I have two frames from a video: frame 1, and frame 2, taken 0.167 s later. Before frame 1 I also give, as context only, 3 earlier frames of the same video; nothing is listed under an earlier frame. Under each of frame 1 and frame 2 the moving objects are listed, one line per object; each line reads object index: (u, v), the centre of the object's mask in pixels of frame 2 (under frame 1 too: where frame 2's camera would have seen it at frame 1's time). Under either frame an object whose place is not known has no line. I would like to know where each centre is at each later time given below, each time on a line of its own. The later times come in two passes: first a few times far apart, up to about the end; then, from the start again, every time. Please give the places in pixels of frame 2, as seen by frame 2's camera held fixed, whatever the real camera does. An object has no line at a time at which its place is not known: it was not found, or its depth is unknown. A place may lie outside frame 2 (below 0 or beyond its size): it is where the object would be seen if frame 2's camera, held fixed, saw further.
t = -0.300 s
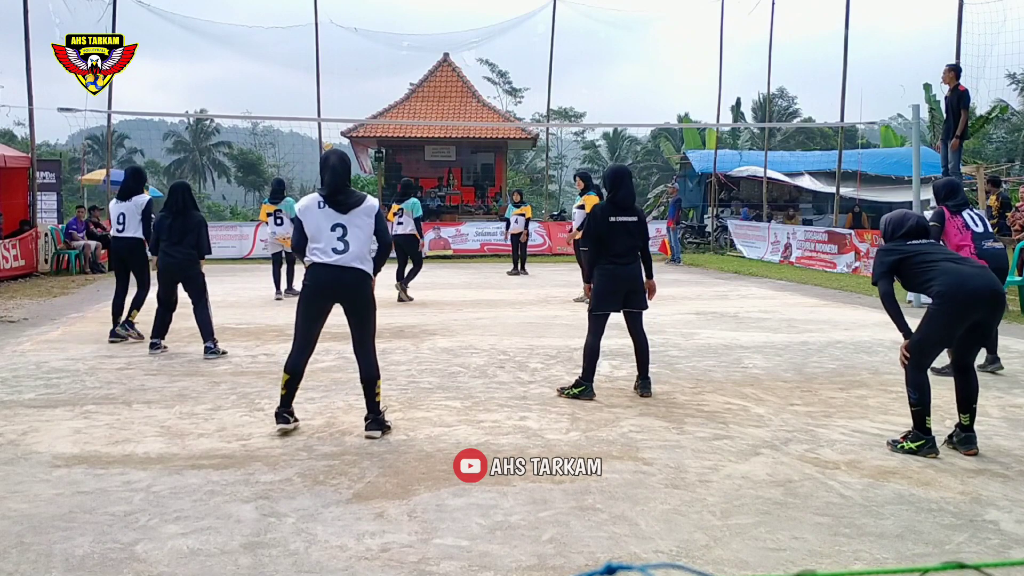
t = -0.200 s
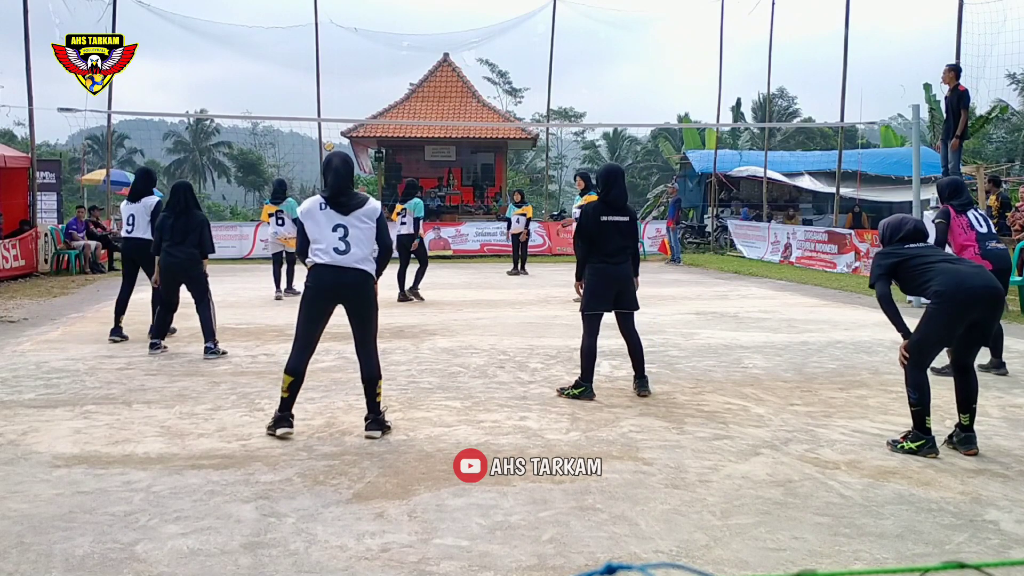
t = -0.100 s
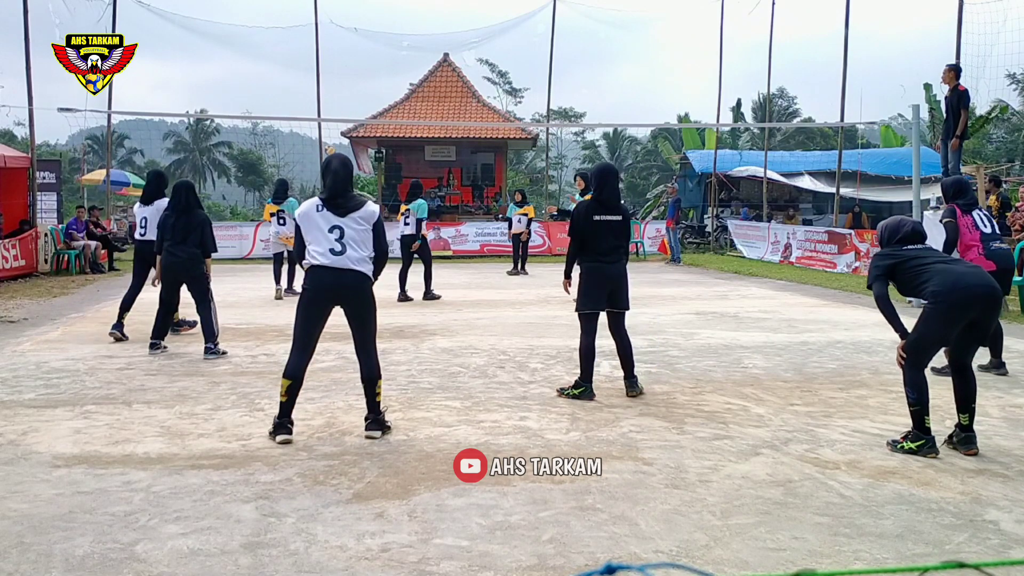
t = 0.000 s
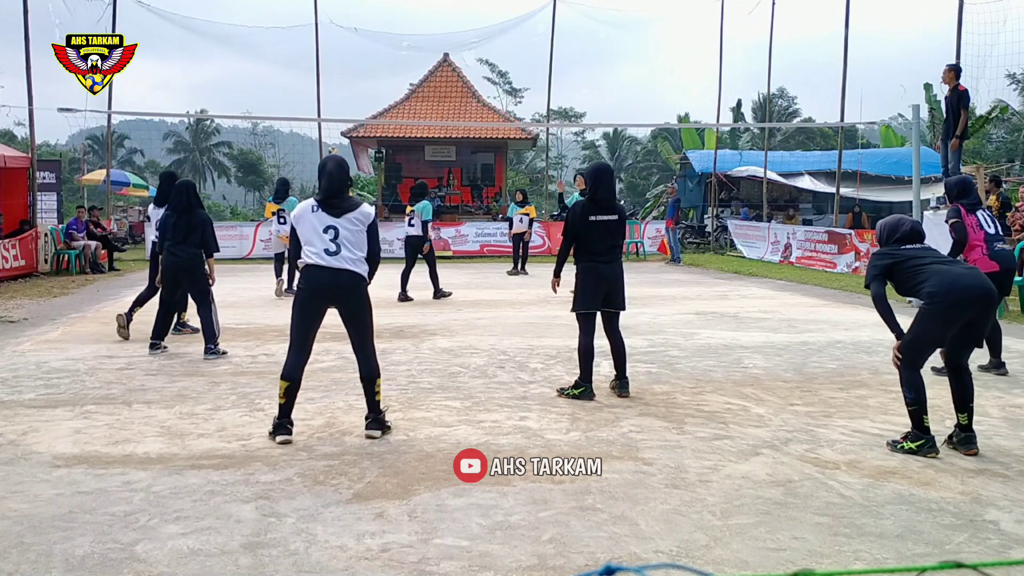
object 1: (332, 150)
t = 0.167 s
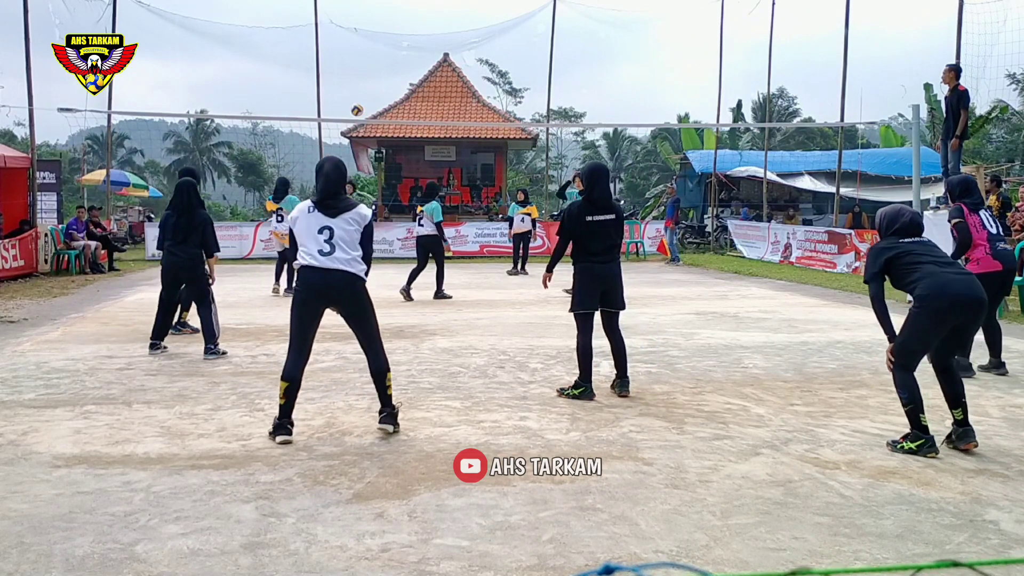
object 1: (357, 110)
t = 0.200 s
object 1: (363, 102)
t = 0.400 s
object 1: (407, 59)
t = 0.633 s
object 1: (488, 26)
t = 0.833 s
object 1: (602, 32)
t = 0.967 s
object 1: (714, 68)
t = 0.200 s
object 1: (363, 102)
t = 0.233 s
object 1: (369, 95)
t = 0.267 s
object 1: (375, 87)
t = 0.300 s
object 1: (383, 80)
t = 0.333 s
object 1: (391, 73)
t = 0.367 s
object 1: (398, 66)
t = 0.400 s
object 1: (407, 59)
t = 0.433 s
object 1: (416, 53)
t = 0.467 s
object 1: (426, 47)
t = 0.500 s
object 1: (436, 42)
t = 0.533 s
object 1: (448, 37)
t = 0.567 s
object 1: (460, 32)
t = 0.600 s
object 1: (473, 29)
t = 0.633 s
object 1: (488, 26)
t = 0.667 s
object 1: (503, 24)
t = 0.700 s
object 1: (520, 23)
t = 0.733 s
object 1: (538, 24)
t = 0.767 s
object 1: (557, 25)
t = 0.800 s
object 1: (579, 28)
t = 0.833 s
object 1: (602, 32)
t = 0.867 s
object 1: (626, 38)
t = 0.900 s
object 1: (653, 46)
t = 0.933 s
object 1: (682, 55)
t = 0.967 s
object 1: (714, 68)
